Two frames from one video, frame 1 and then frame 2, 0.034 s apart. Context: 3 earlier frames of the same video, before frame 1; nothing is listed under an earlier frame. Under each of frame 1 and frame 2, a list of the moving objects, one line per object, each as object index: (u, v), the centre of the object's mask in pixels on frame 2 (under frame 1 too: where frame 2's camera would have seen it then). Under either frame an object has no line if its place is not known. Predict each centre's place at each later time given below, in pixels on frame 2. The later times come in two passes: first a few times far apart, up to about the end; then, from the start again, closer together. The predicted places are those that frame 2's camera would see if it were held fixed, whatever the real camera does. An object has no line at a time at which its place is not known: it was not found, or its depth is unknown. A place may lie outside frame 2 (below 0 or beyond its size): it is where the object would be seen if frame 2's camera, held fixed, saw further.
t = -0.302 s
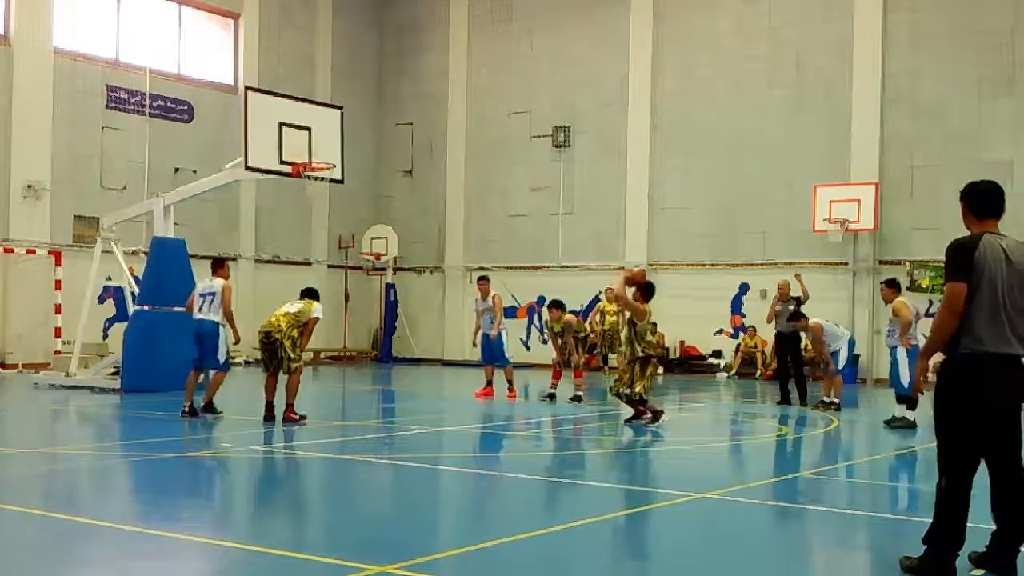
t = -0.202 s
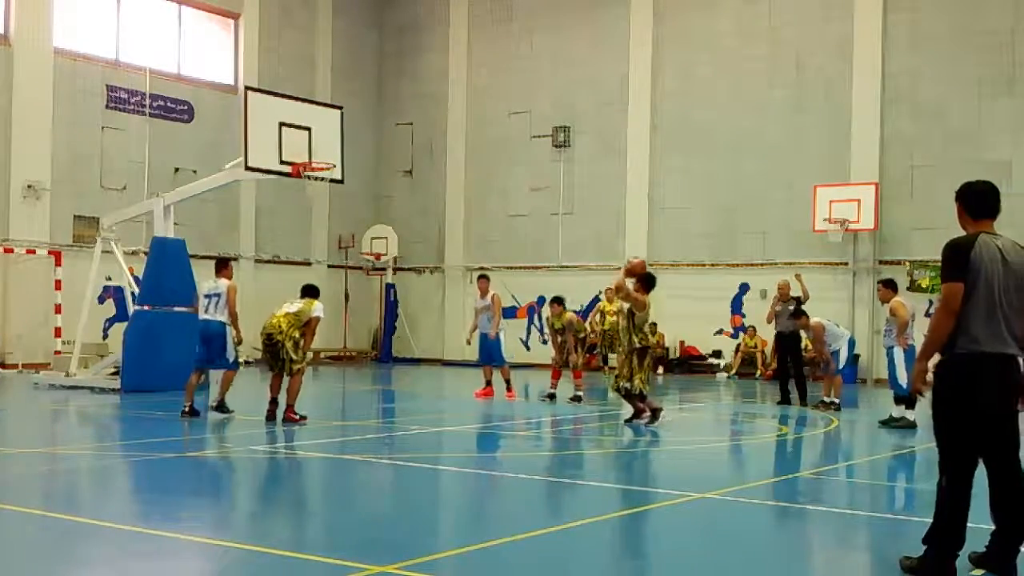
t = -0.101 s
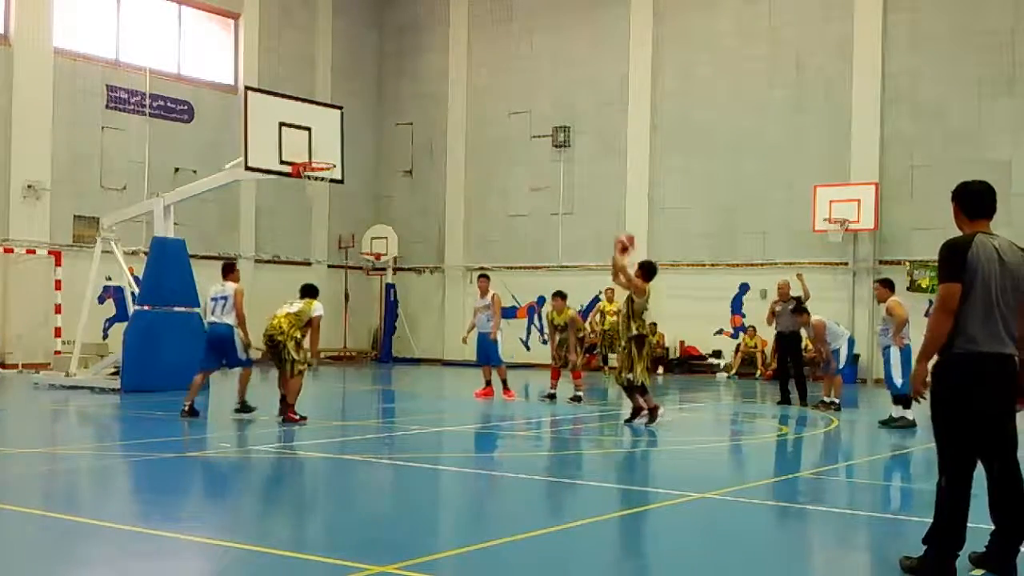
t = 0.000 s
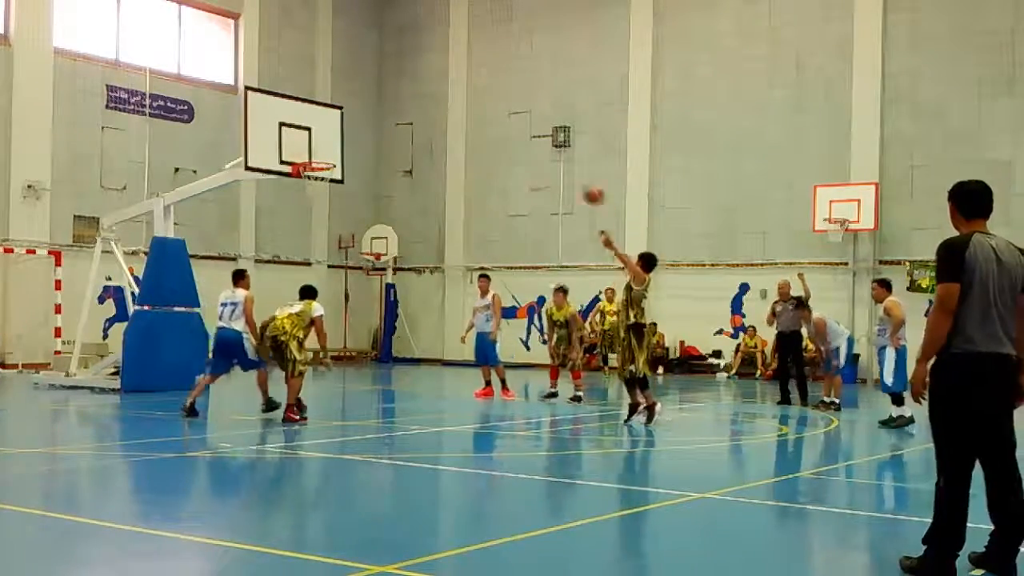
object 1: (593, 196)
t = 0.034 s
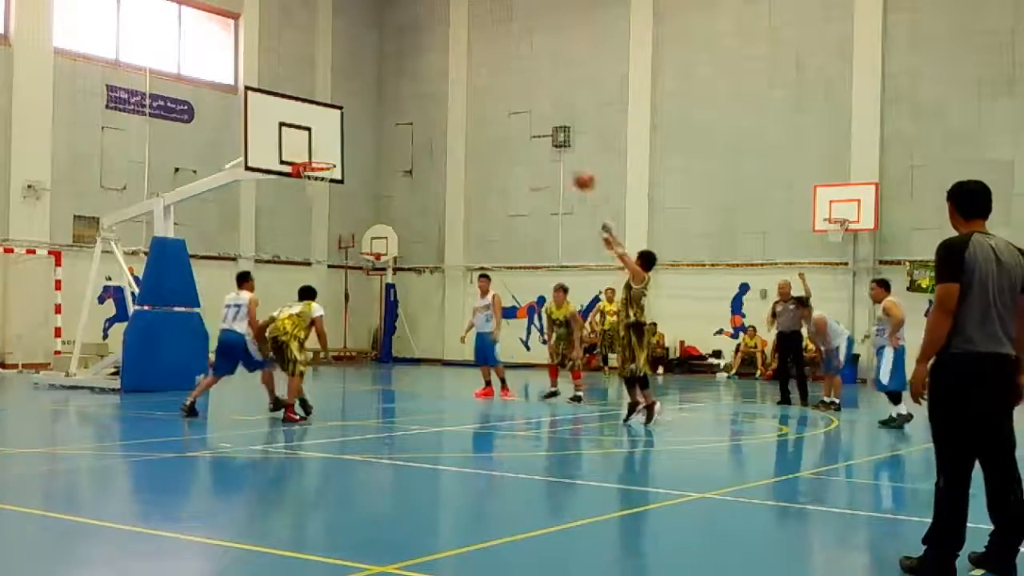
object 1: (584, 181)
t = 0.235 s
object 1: (523, 116)
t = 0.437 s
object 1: (468, 89)
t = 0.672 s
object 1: (409, 96)
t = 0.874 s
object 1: (361, 137)
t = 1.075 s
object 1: (354, 176)
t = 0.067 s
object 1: (572, 167)
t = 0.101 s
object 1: (561, 152)
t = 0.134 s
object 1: (551, 142)
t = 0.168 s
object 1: (542, 133)
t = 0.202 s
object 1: (532, 124)
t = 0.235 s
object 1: (523, 116)
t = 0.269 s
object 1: (513, 110)
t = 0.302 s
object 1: (503, 103)
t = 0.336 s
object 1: (495, 97)
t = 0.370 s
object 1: (486, 96)
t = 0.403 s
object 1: (477, 93)
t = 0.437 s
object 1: (468, 89)
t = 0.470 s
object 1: (458, 88)
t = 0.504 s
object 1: (449, 86)
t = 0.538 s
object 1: (441, 87)
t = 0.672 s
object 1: (409, 96)
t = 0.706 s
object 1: (401, 101)
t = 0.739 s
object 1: (392, 109)
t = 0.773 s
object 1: (383, 113)
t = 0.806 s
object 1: (375, 120)
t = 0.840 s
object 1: (368, 127)
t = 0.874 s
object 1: (361, 137)
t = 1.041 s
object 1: (351, 172)
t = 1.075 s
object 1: (354, 176)
